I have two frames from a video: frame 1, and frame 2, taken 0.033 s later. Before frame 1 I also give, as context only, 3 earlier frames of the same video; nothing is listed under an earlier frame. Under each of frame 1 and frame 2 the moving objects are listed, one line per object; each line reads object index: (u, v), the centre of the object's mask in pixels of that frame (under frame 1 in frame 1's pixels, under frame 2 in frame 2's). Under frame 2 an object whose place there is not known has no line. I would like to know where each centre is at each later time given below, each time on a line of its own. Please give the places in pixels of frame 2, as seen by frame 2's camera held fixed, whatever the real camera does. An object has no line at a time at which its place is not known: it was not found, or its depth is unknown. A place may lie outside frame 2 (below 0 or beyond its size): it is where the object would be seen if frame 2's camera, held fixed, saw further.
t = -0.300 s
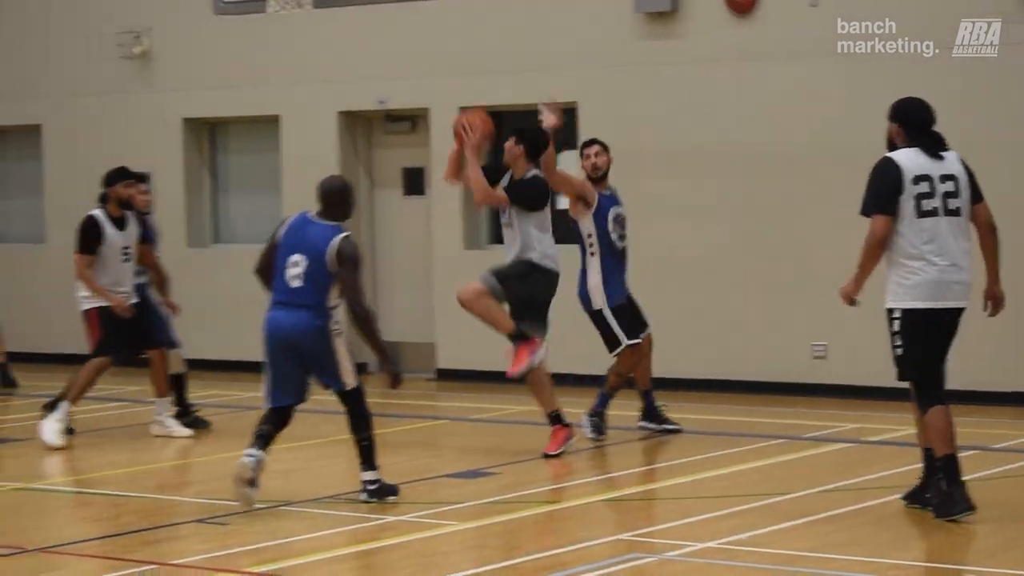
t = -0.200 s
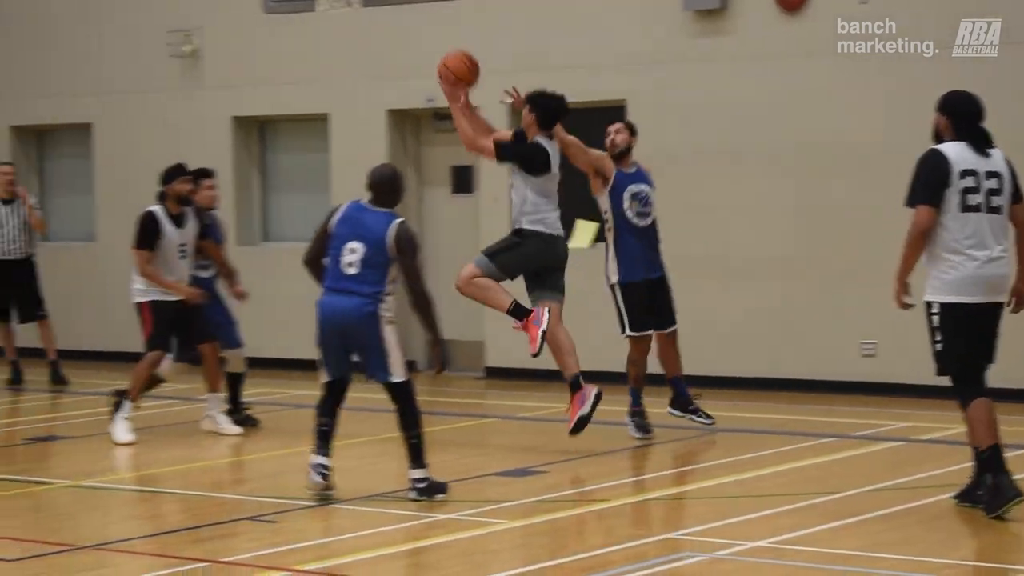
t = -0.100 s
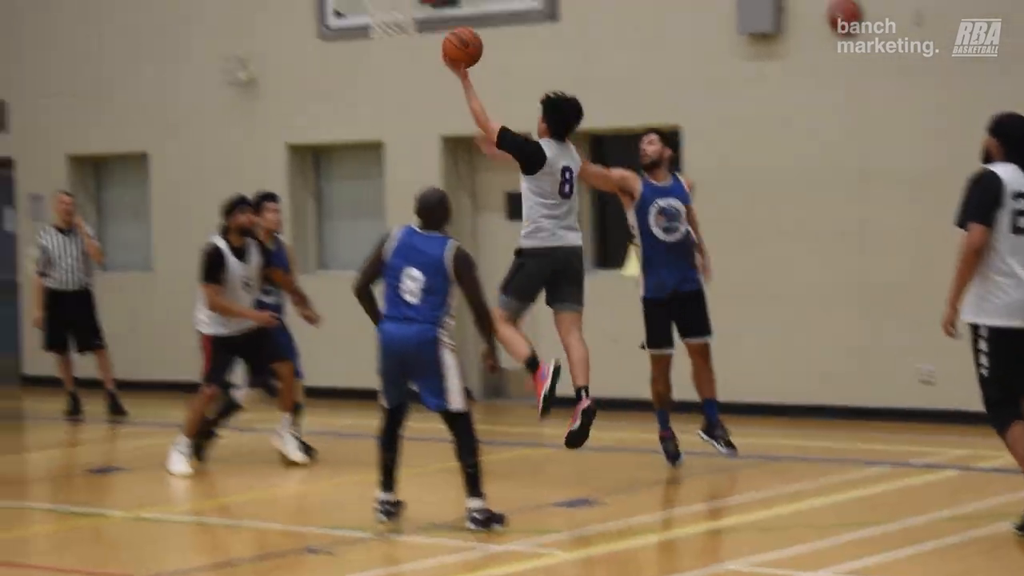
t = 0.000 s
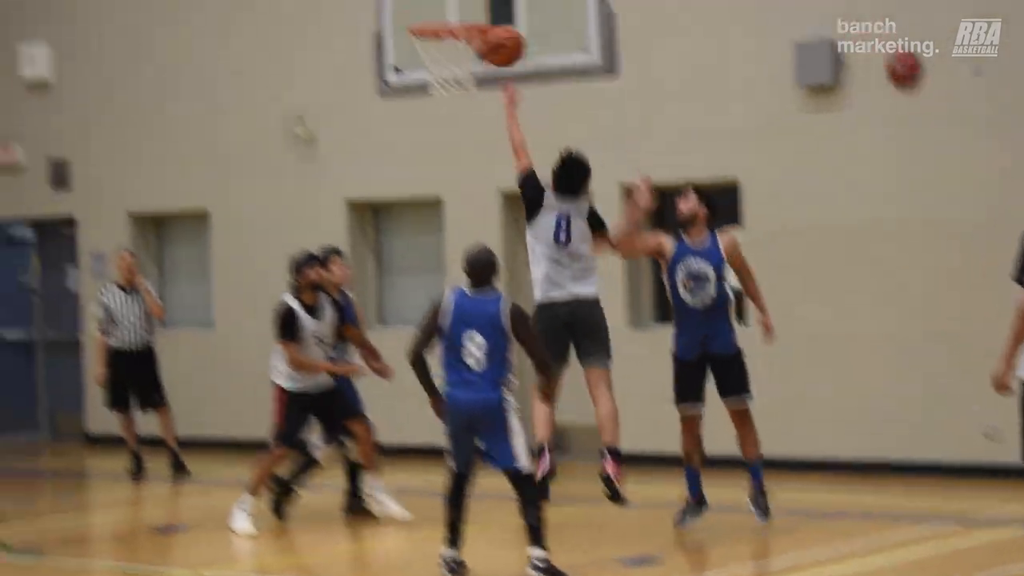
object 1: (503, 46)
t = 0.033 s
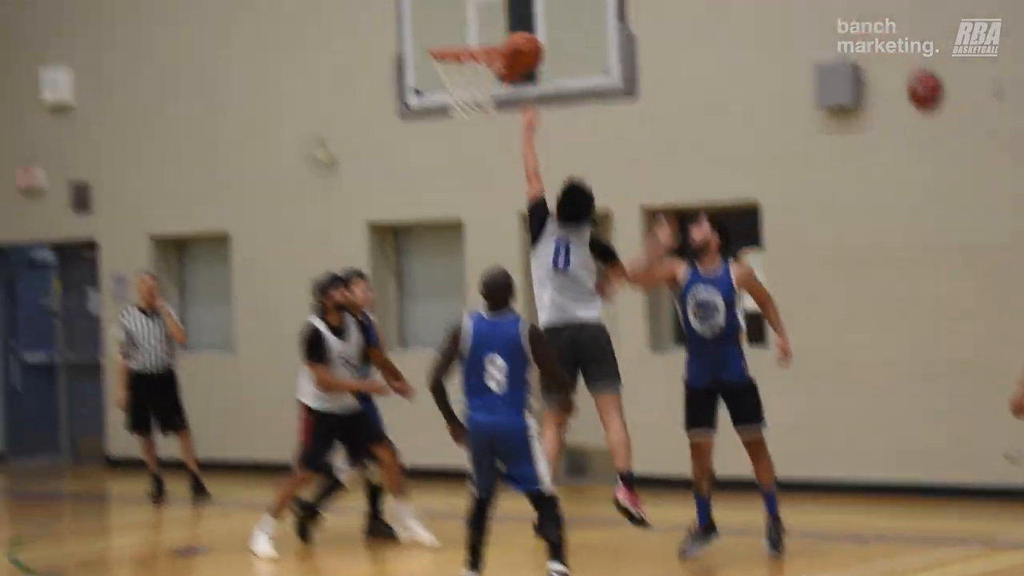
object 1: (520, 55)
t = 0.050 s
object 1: (521, 43)
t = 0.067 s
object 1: (520, 35)
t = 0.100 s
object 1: (517, 23)
